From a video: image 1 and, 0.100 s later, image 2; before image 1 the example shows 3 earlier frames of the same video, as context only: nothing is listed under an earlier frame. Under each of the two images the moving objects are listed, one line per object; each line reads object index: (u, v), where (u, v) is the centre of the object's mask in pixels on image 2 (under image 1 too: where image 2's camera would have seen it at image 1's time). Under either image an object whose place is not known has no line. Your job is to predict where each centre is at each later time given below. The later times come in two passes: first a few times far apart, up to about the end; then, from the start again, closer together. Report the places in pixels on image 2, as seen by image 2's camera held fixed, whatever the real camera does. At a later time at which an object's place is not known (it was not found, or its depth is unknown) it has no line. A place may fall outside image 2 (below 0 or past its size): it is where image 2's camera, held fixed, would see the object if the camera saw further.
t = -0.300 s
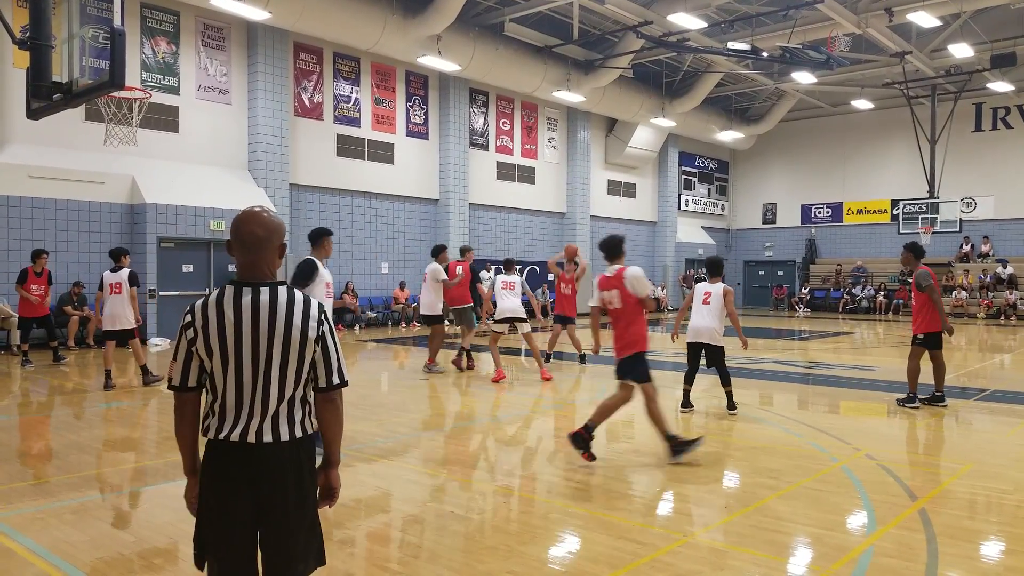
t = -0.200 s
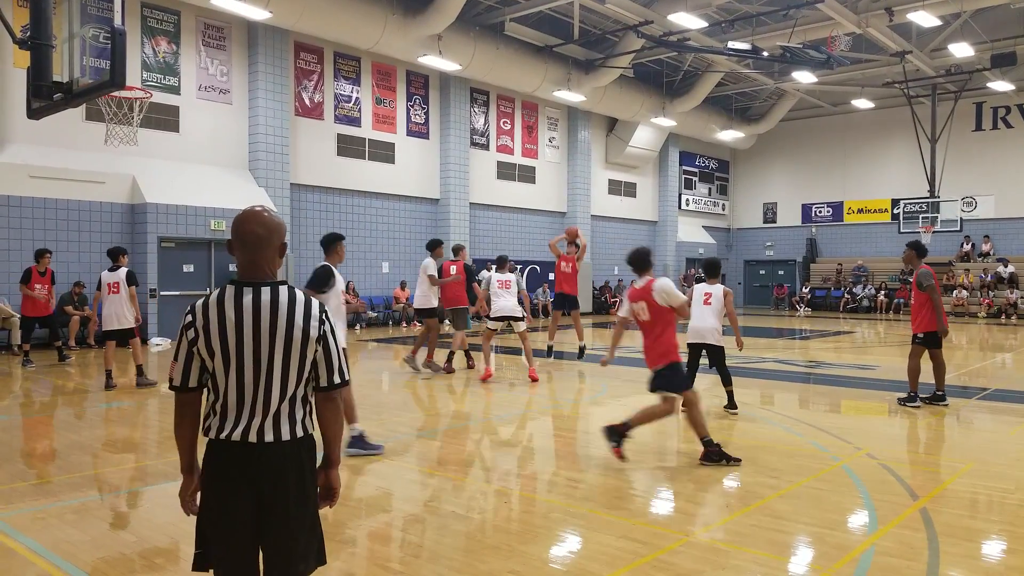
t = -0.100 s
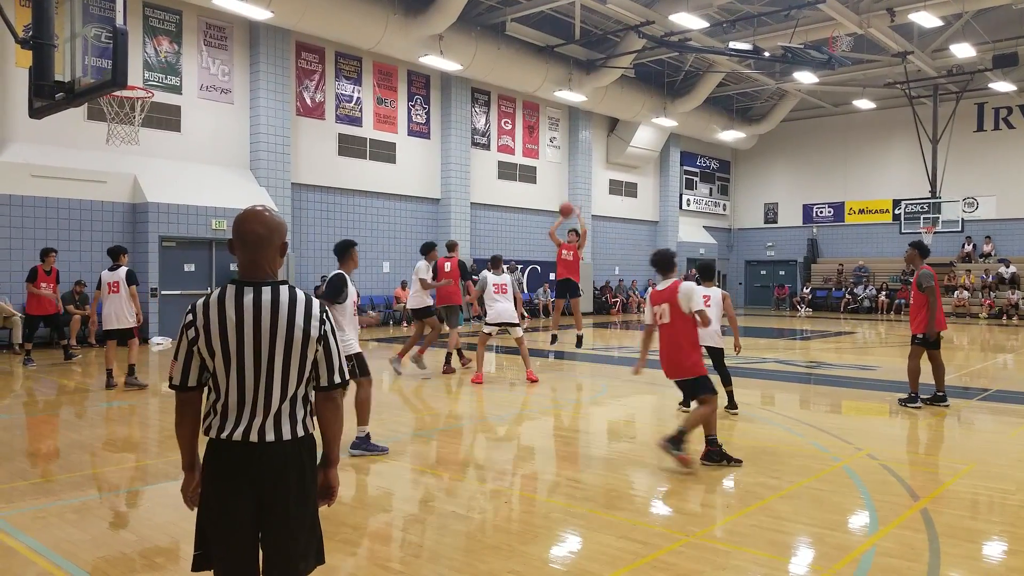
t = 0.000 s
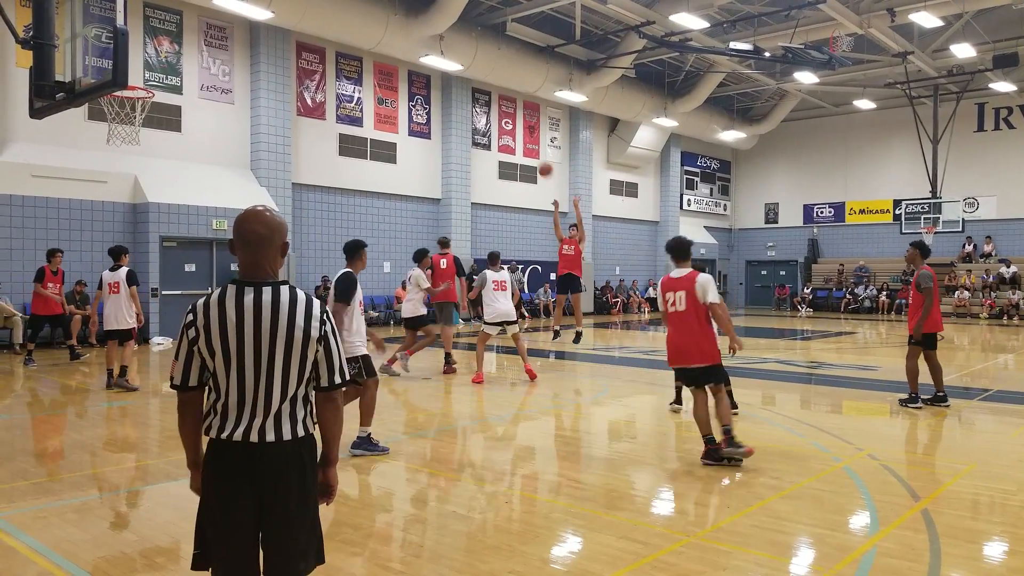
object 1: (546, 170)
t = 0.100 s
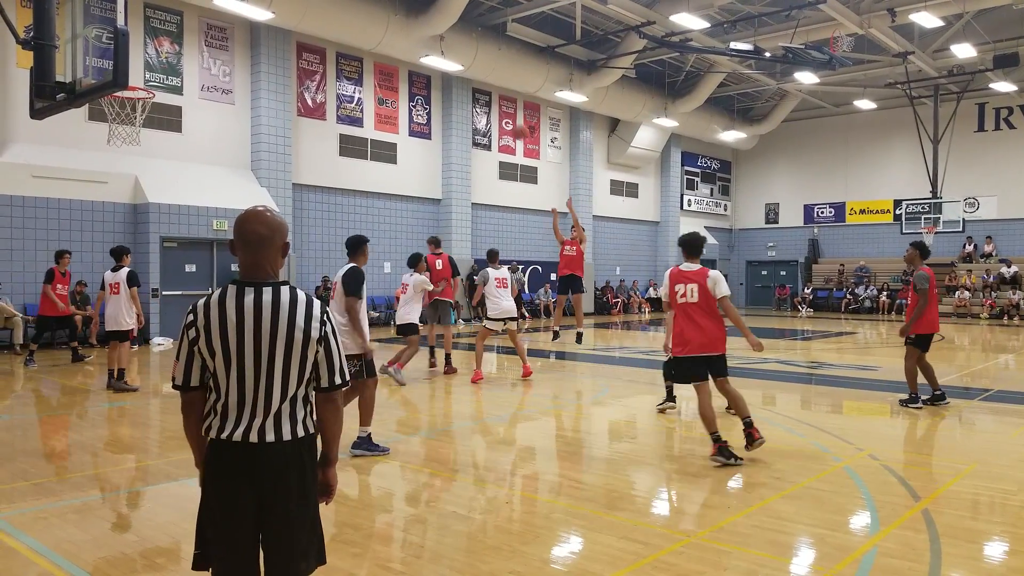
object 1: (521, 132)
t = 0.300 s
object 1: (462, 71)
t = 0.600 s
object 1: (352, 18)
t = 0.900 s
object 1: (209, 41)
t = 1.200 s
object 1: (101, 114)
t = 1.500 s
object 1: (136, 146)
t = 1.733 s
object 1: (159, 228)
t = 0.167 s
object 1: (501, 109)
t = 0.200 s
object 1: (492, 97)
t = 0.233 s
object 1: (483, 88)
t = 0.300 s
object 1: (462, 71)
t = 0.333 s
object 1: (450, 60)
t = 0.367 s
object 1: (439, 52)
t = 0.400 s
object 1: (427, 46)
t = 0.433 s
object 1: (416, 39)
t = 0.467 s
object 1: (403, 33)
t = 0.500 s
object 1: (391, 28)
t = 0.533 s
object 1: (378, 24)
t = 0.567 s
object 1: (365, 20)
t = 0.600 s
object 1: (352, 18)
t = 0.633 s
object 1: (338, 16)
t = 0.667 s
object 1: (324, 15)
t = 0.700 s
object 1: (309, 15)
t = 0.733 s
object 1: (294, 16)
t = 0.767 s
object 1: (279, 19)
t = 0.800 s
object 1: (262, 24)
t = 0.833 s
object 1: (246, 28)
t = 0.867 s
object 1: (229, 32)
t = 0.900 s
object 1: (209, 41)
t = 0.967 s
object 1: (172, 59)
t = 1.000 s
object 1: (153, 70)
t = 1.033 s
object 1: (136, 85)
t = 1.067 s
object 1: (119, 101)
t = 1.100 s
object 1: (107, 108)
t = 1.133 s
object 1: (100, 113)
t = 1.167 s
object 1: (99, 115)
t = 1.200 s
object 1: (101, 114)
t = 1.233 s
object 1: (104, 114)
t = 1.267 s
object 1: (107, 114)
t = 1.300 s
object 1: (114, 114)
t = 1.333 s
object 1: (119, 117)
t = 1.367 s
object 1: (121, 120)
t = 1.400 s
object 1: (124, 124)
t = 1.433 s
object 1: (128, 130)
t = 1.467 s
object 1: (132, 138)
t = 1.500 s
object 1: (136, 146)
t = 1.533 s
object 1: (139, 154)
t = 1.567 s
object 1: (143, 164)
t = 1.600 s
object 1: (146, 175)
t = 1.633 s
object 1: (150, 186)
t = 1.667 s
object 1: (153, 199)
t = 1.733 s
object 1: (159, 228)
